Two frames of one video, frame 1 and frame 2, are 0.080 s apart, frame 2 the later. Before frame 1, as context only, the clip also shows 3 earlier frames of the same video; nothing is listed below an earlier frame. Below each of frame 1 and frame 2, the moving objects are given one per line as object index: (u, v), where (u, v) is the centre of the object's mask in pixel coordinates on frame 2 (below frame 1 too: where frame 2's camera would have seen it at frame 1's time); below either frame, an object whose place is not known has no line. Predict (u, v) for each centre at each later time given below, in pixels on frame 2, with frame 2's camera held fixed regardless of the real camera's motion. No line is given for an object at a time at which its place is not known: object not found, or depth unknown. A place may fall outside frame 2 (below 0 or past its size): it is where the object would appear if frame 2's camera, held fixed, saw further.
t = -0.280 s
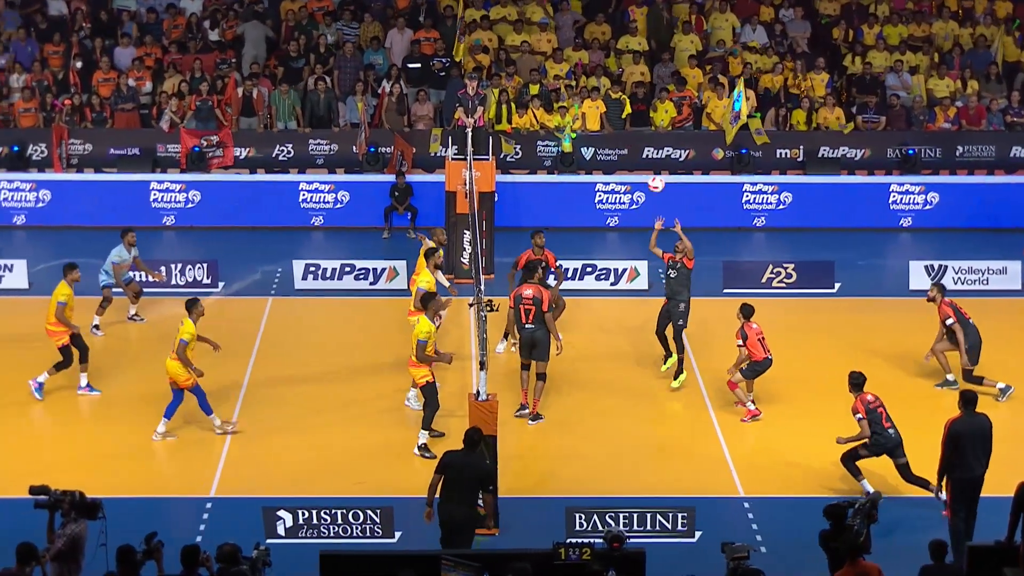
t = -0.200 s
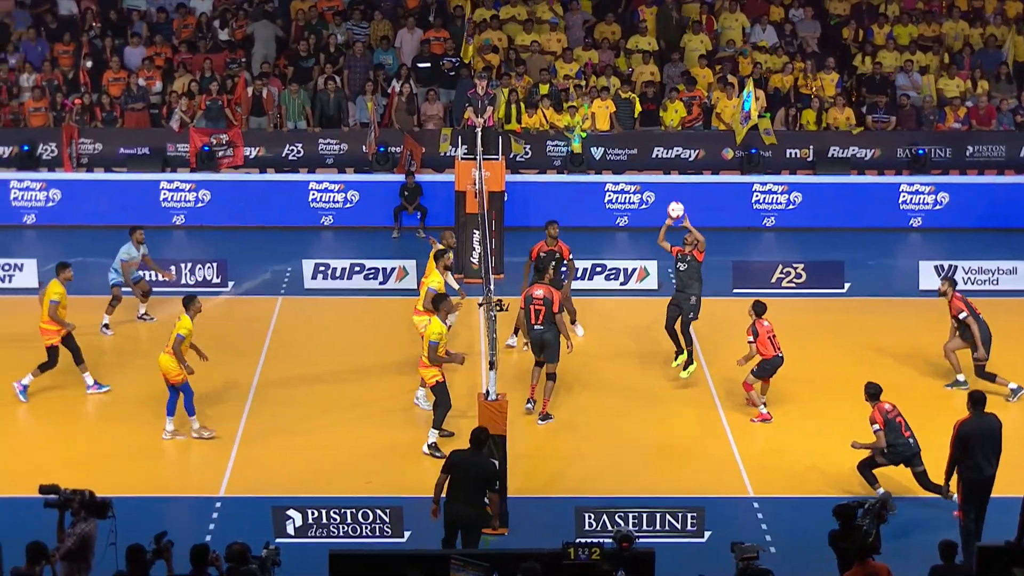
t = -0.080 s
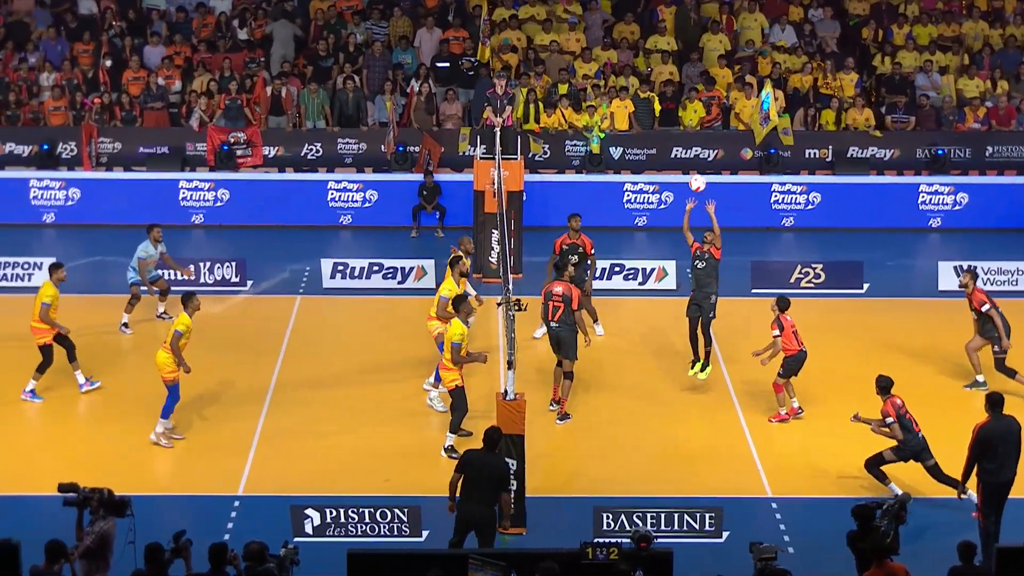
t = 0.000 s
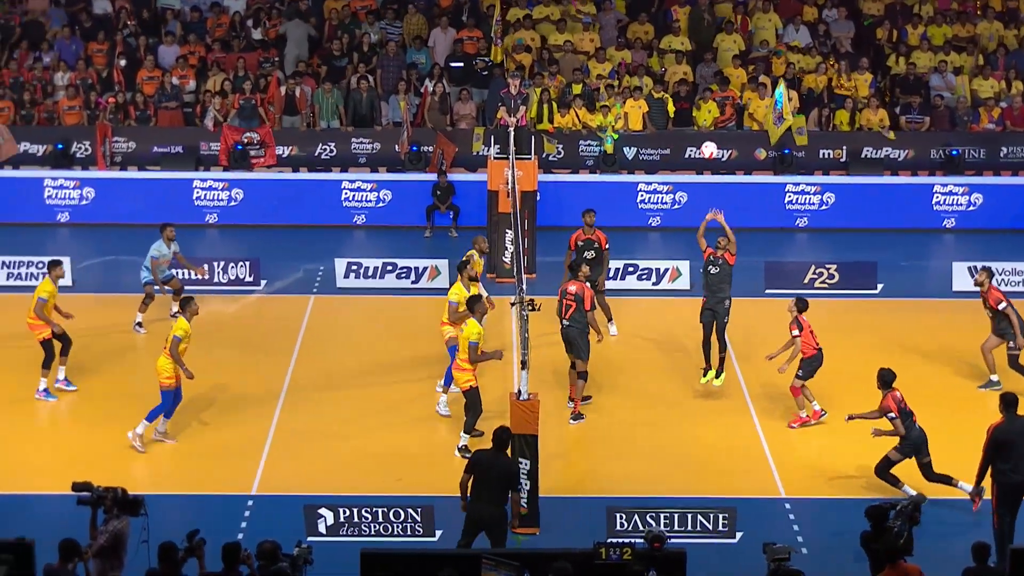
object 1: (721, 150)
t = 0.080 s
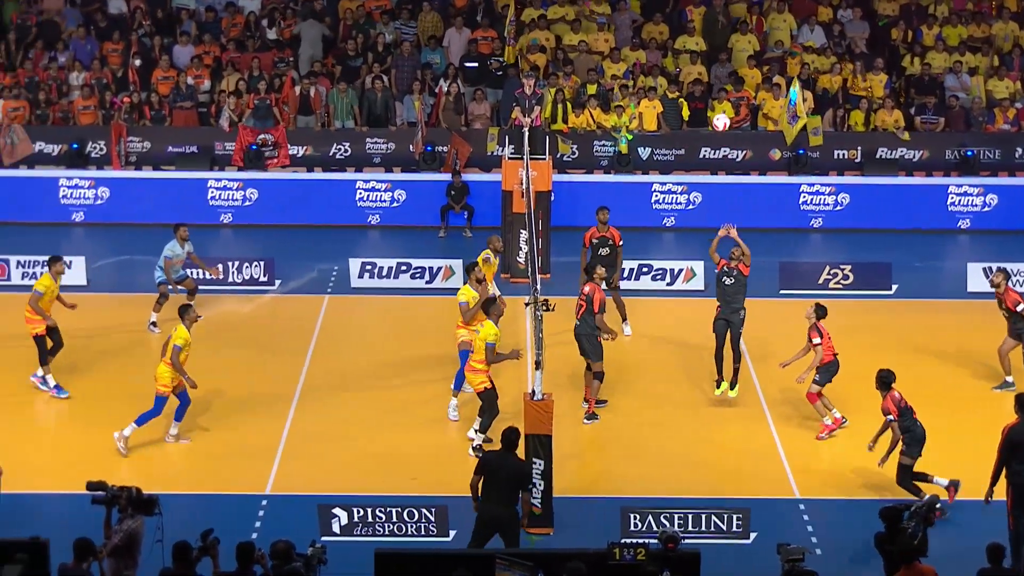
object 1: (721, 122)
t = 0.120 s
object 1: (721, 110)
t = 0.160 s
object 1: (721, 98)
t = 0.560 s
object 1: (706, 60)
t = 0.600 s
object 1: (704, 63)
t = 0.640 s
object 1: (702, 68)
